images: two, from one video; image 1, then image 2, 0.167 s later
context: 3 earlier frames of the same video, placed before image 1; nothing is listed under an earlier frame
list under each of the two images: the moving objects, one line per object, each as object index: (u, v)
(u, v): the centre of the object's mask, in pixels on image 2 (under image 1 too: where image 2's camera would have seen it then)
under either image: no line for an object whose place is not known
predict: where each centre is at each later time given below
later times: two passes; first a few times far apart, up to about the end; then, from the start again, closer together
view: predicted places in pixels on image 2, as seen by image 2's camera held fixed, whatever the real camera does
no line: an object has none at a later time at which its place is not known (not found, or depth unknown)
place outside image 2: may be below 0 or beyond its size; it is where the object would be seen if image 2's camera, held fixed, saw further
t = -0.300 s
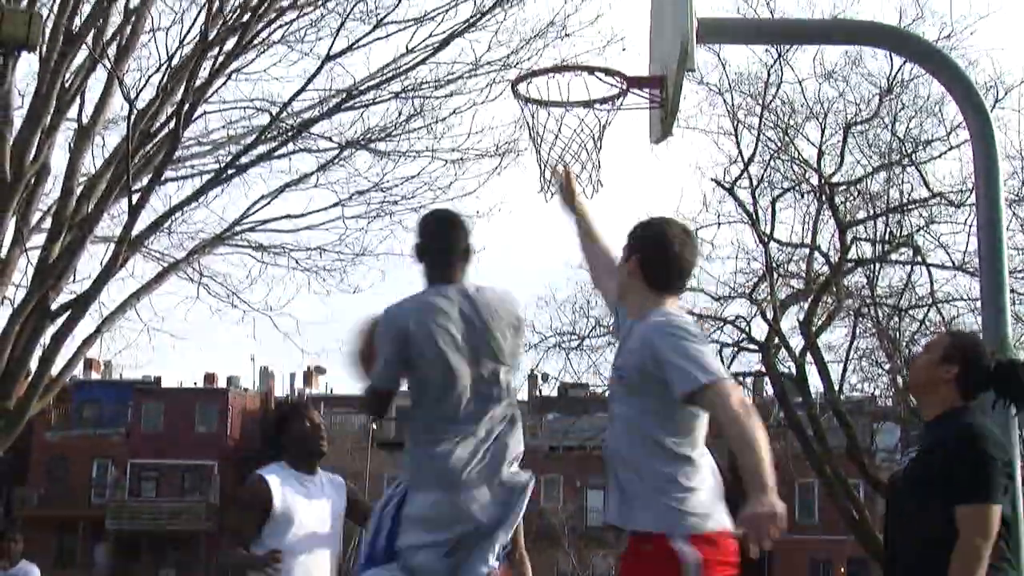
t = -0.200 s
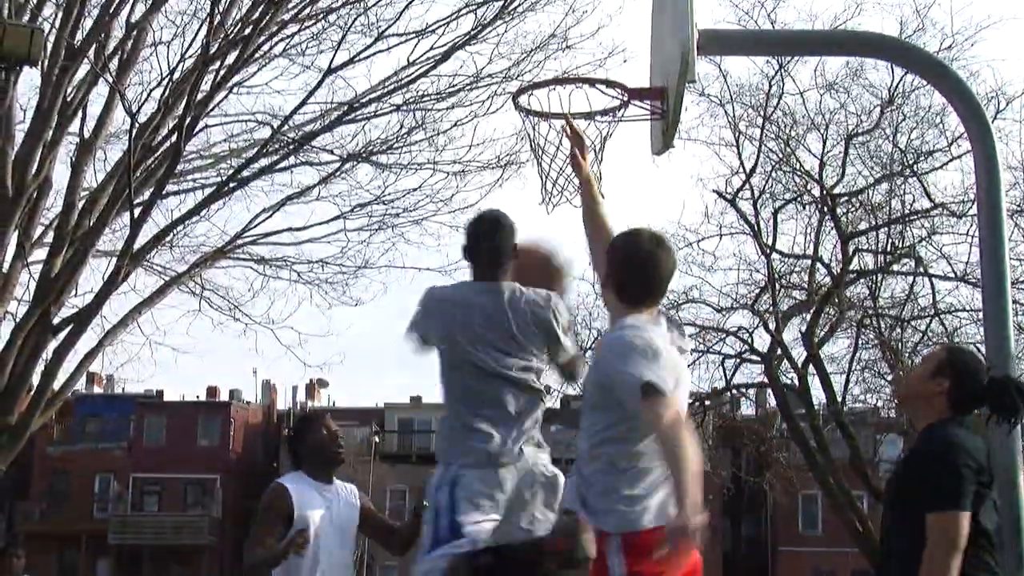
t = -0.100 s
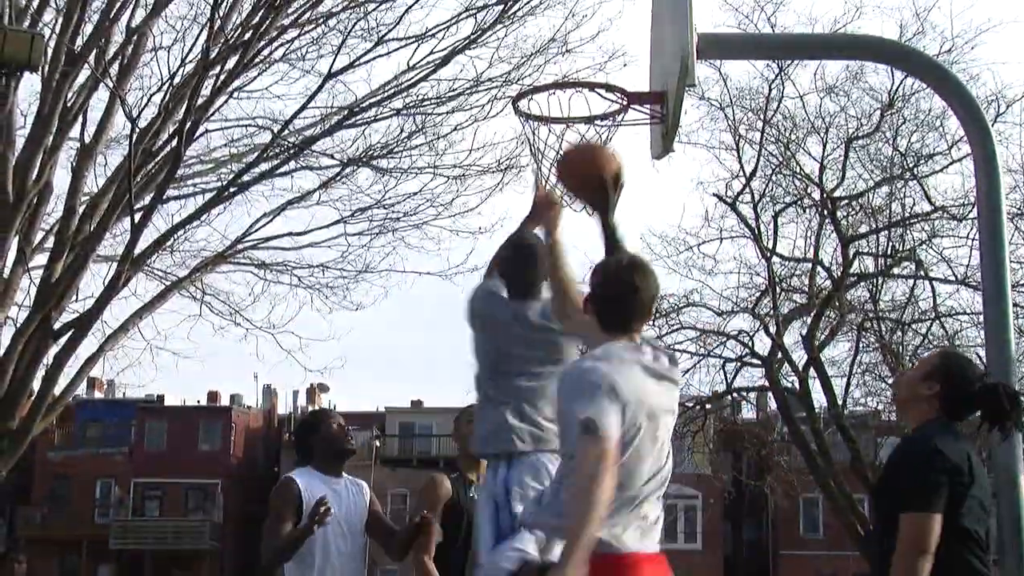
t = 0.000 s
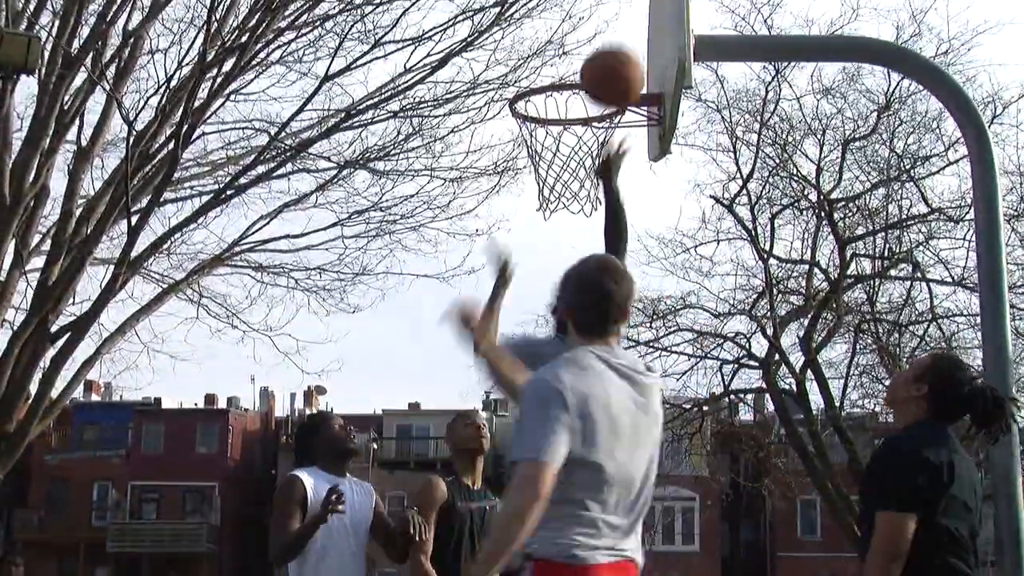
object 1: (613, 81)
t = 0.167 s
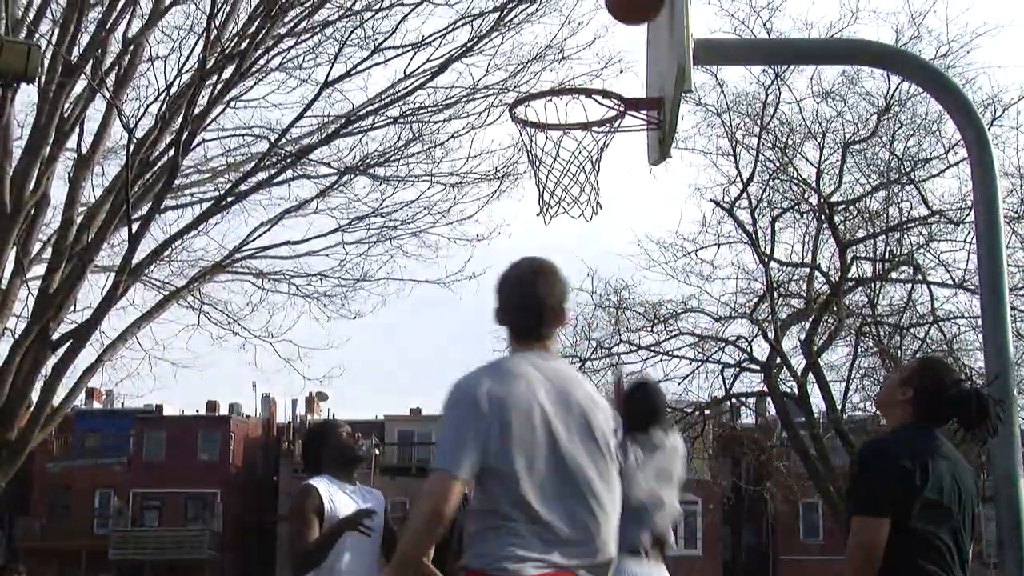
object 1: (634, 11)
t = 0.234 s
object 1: (618, 8)
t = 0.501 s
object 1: (555, 61)
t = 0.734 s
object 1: (555, 69)
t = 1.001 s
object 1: (555, 216)
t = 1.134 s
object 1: (558, 332)
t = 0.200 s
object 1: (625, 8)
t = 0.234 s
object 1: (618, 8)
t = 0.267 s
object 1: (610, 8)
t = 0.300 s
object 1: (602, 9)
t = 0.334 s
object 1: (594, 10)
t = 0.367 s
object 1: (586, 14)
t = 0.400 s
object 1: (578, 20)
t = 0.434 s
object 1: (570, 29)
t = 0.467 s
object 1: (562, 45)
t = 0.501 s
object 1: (555, 61)
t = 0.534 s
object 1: (554, 57)
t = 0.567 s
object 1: (554, 54)
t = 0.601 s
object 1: (554, 52)
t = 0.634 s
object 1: (554, 53)
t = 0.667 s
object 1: (555, 56)
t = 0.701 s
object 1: (555, 62)
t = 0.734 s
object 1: (555, 69)
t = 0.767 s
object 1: (555, 79)
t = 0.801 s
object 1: (555, 93)
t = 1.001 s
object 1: (555, 216)
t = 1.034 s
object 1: (556, 240)
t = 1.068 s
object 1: (557, 268)
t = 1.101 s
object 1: (557, 299)
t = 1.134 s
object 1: (558, 332)
